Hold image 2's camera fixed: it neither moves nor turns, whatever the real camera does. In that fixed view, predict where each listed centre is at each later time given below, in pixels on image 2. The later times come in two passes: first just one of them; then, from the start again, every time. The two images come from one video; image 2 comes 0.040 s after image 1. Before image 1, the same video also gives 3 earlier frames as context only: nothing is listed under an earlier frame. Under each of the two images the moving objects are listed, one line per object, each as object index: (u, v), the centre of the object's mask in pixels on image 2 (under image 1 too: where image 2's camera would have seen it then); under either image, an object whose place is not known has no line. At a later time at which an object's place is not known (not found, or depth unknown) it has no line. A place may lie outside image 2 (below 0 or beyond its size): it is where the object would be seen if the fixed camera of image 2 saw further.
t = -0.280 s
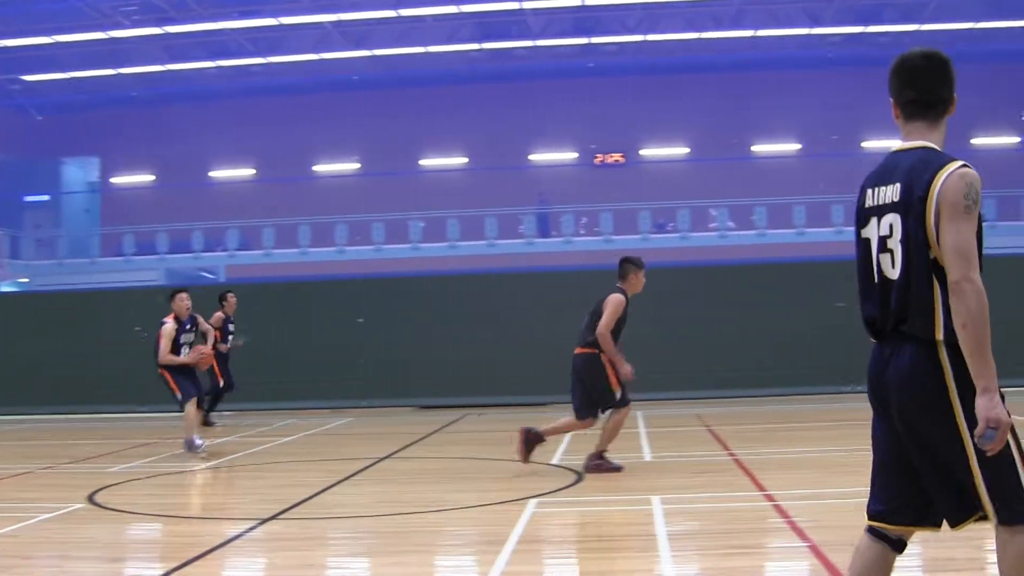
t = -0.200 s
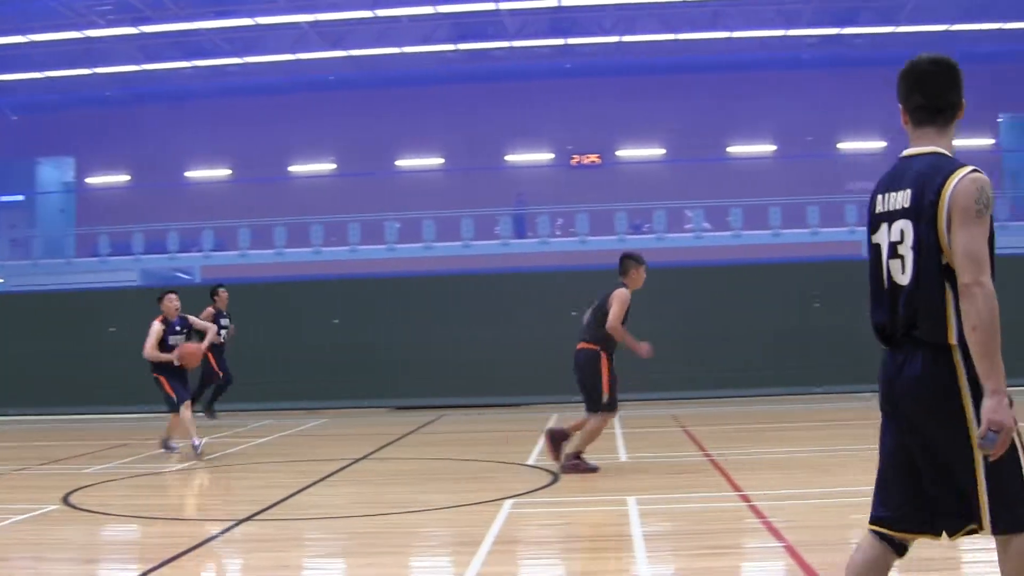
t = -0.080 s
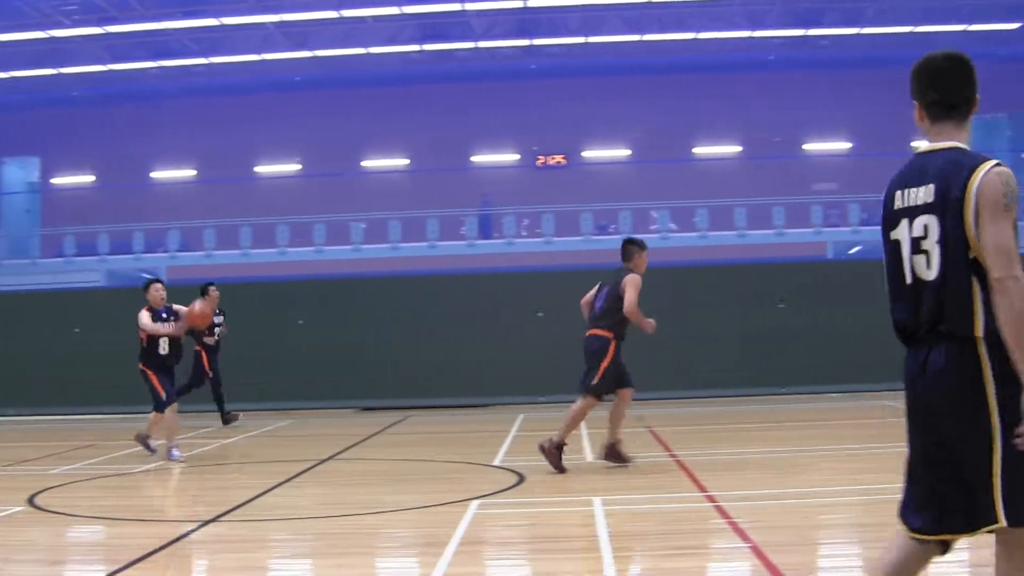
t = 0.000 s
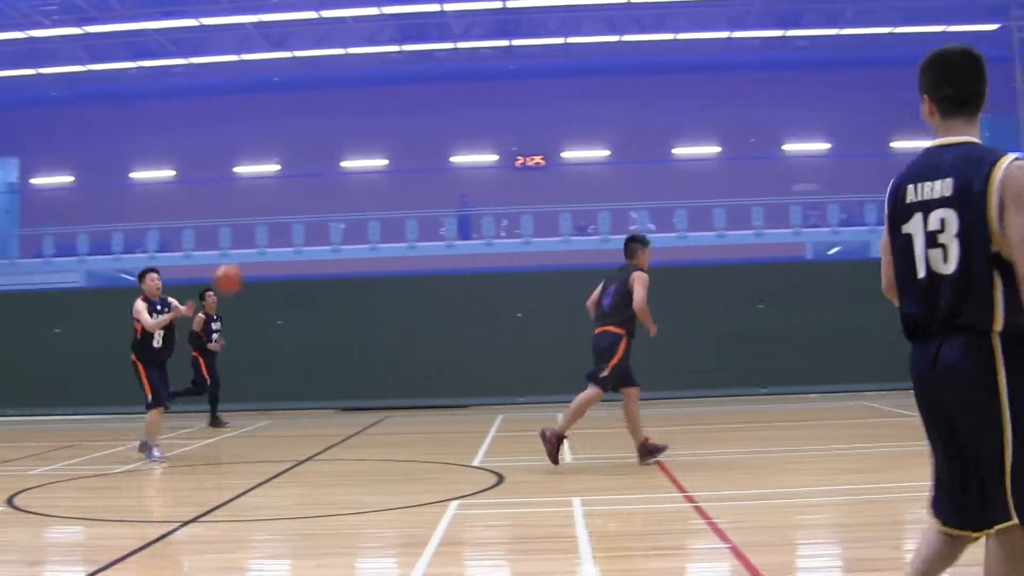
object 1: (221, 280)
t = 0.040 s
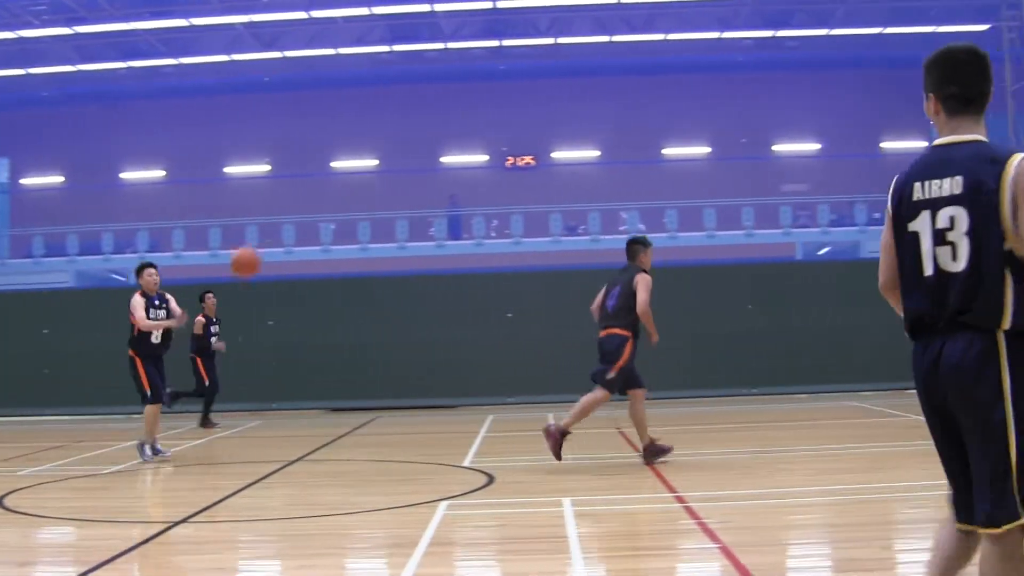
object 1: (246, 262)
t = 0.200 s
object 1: (362, 205)
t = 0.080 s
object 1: (270, 246)
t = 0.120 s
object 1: (298, 230)
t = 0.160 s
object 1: (329, 218)
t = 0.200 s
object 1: (362, 205)
